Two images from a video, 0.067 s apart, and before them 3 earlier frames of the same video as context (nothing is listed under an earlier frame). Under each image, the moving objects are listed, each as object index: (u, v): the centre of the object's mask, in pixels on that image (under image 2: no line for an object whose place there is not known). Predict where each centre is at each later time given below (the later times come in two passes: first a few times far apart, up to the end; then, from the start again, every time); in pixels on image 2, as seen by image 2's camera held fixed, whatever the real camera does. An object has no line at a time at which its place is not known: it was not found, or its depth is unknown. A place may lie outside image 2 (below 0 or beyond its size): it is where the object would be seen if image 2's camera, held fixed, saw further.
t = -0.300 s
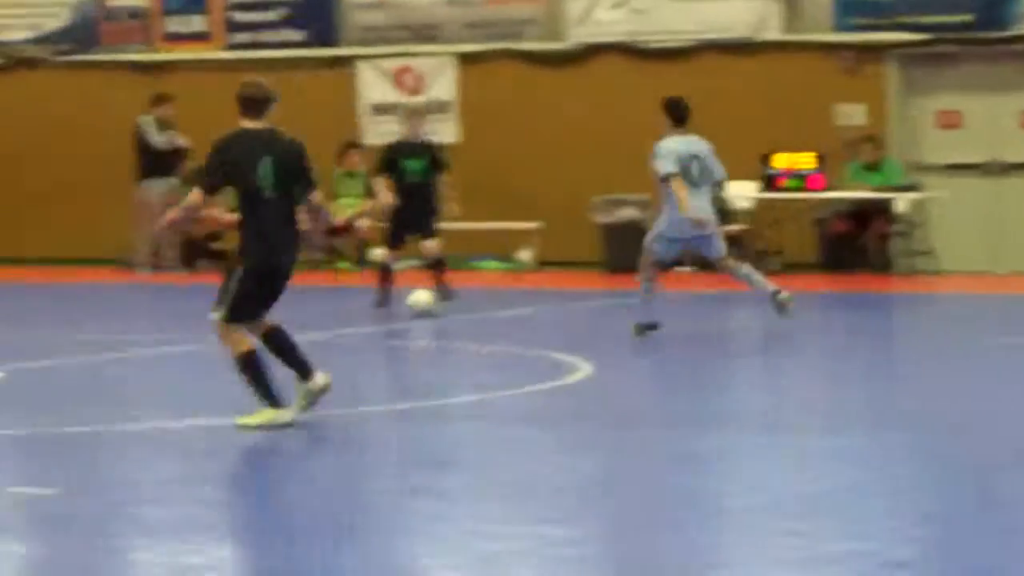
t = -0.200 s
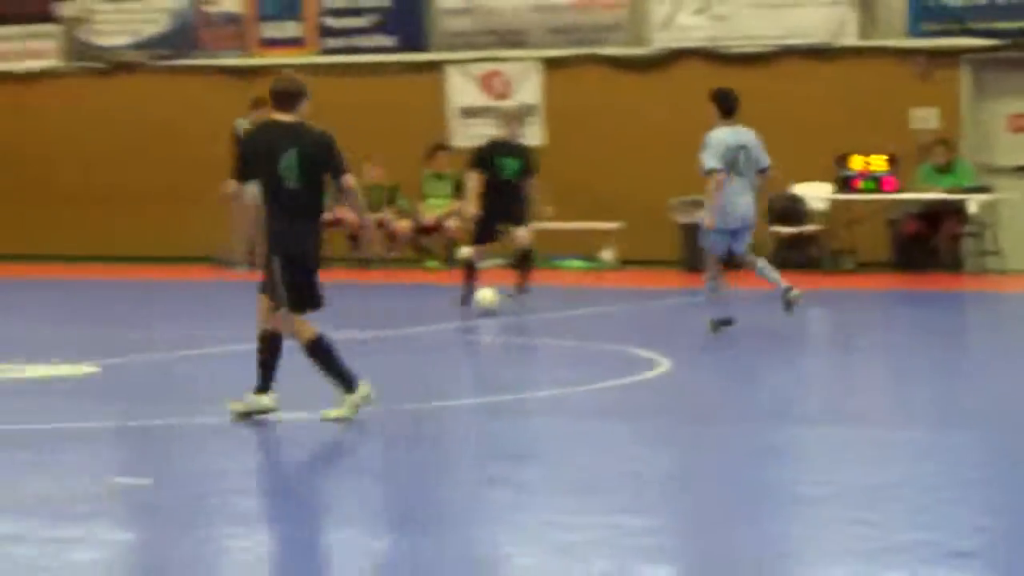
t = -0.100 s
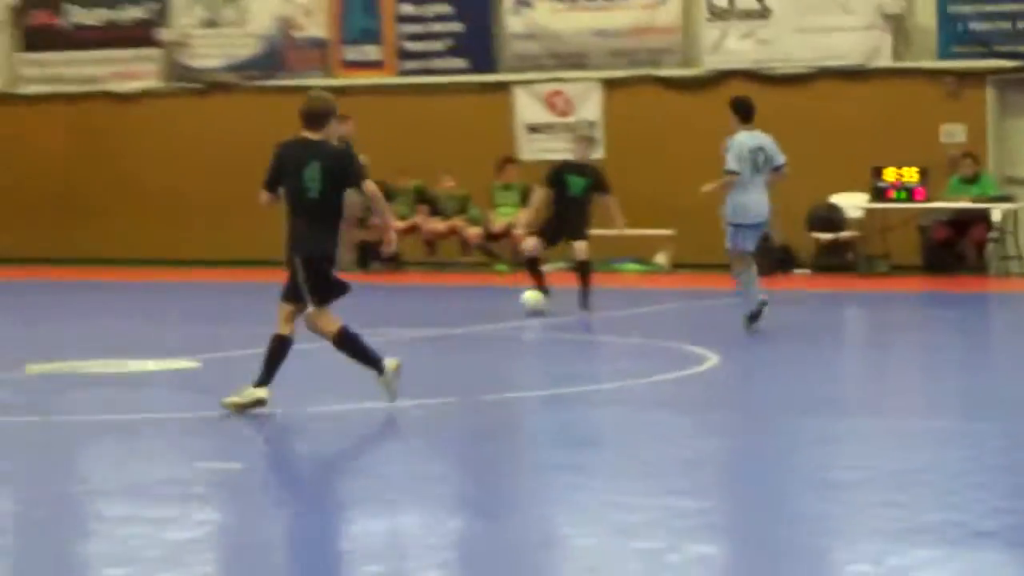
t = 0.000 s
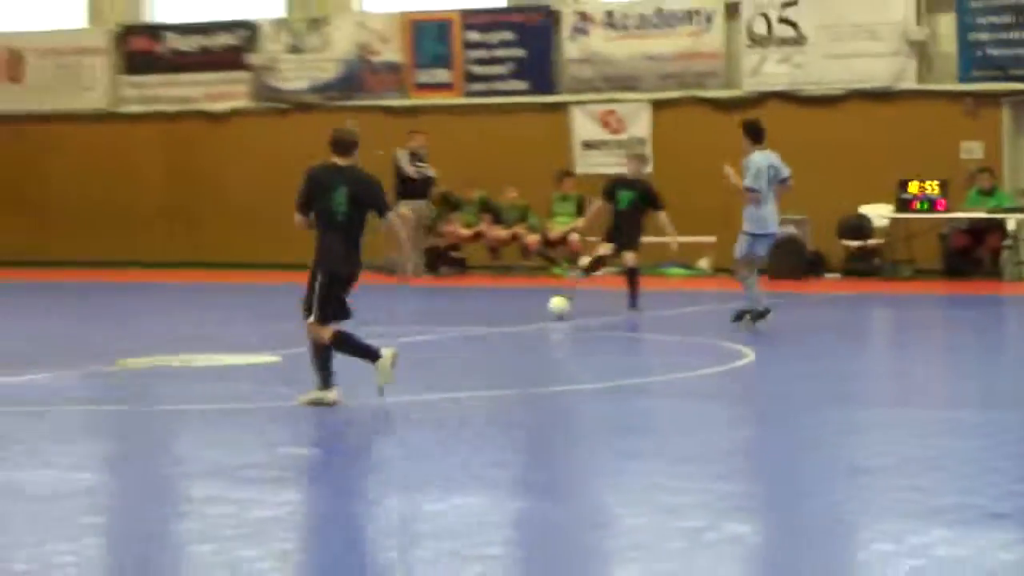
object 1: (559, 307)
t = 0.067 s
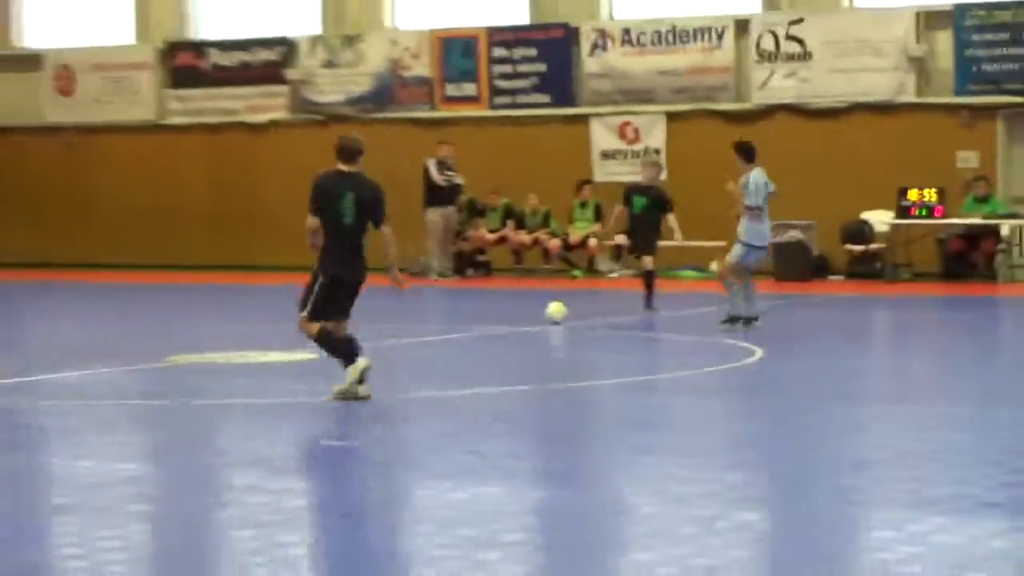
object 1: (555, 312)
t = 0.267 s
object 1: (492, 329)
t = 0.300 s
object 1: (481, 331)
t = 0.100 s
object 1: (545, 315)
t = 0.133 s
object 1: (535, 317)
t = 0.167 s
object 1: (524, 321)
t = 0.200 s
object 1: (514, 323)
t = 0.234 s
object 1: (504, 325)
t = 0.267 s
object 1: (492, 329)
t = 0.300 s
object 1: (481, 331)
